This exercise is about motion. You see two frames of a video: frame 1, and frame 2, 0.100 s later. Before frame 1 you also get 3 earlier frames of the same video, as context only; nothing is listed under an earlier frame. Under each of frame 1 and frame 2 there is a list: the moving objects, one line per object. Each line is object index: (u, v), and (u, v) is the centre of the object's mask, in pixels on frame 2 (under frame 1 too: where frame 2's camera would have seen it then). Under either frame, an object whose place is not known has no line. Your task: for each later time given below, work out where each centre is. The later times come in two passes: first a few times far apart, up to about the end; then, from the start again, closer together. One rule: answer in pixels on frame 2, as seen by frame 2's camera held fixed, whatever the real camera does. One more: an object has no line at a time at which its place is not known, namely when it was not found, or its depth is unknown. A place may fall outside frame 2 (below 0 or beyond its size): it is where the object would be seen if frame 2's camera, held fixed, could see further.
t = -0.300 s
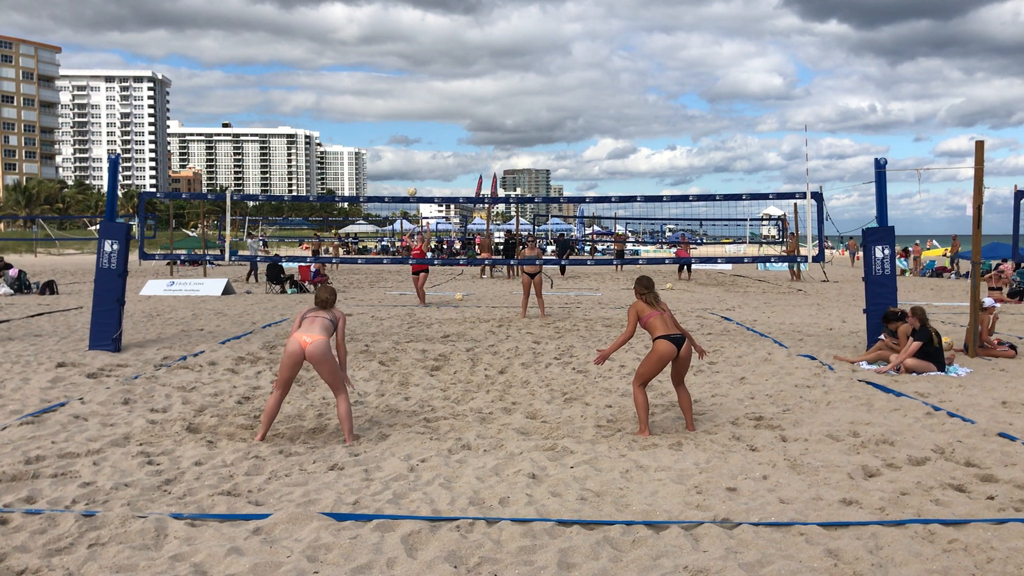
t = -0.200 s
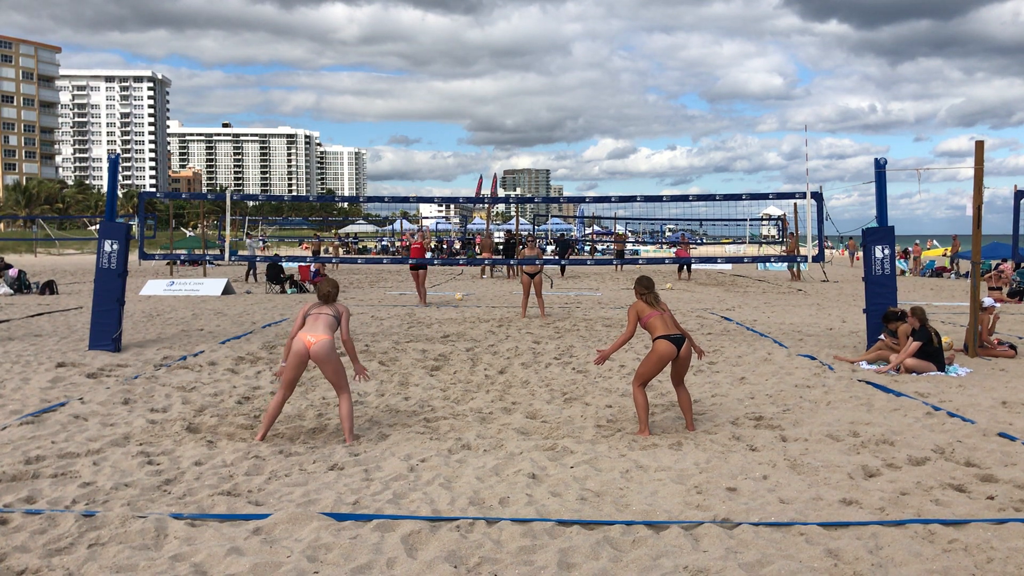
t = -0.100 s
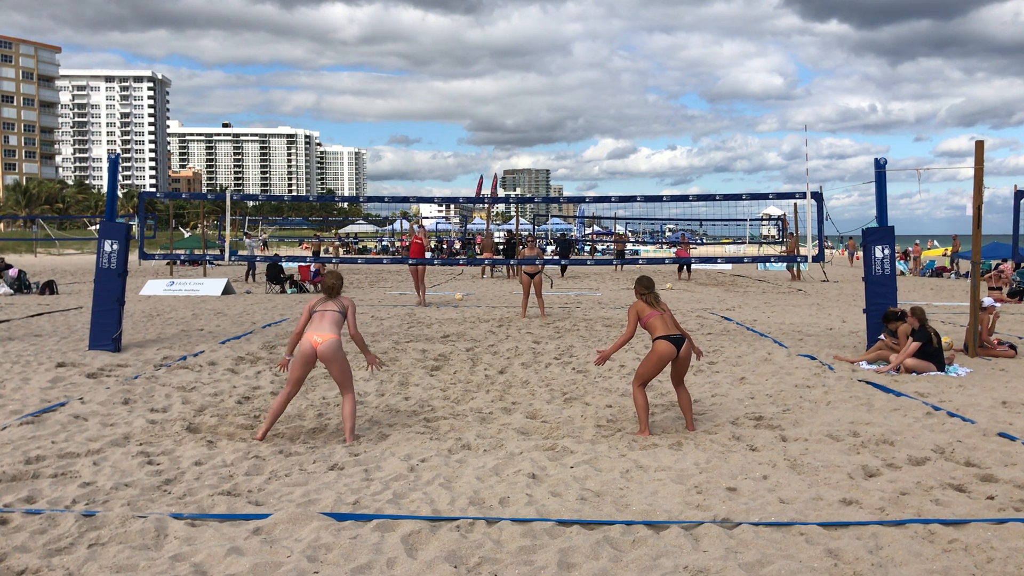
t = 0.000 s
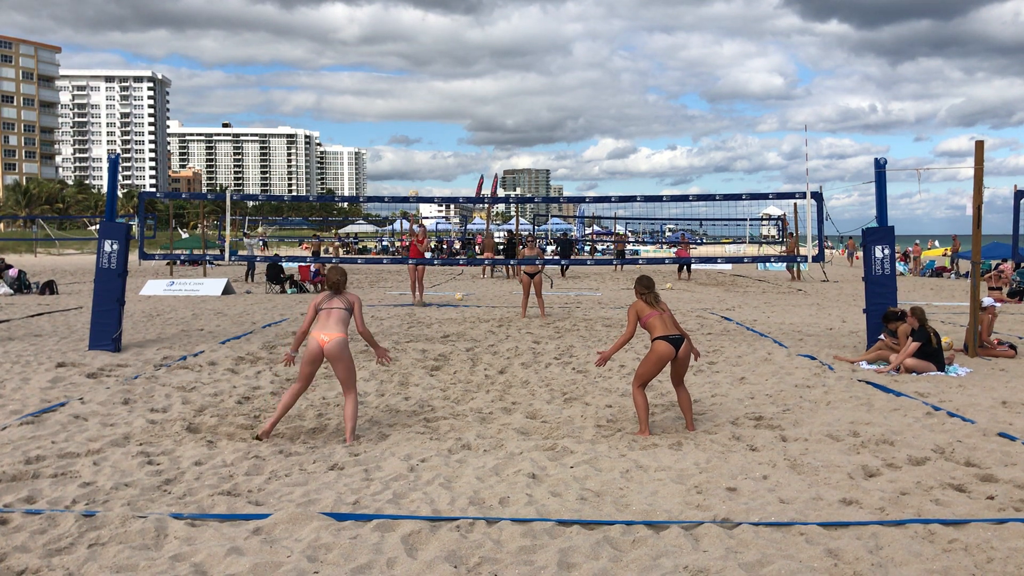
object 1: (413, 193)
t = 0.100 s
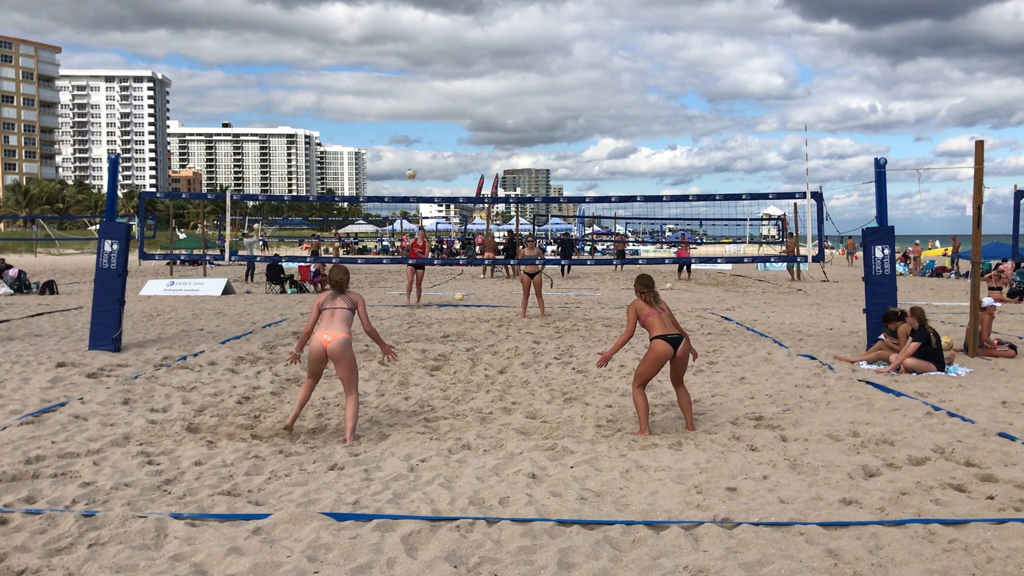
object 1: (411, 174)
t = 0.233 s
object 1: (408, 150)
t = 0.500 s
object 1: (402, 127)
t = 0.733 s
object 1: (401, 144)
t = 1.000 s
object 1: (398, 231)
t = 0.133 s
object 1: (410, 167)
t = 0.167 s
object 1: (410, 162)
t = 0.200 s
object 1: (409, 155)
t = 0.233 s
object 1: (408, 150)
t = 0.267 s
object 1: (408, 145)
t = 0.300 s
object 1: (407, 141)
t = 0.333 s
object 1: (406, 137)
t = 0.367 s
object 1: (405, 134)
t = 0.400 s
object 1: (404, 131)
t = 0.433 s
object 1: (403, 129)
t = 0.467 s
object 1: (403, 128)
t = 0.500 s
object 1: (402, 127)
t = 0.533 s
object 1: (402, 127)
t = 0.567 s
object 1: (401, 128)
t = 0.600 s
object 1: (401, 129)
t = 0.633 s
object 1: (401, 131)
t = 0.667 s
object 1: (401, 134)
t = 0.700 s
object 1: (401, 139)
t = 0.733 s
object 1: (401, 144)
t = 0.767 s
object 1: (401, 150)
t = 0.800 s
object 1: (401, 158)
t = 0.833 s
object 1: (401, 167)
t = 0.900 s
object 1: (401, 187)
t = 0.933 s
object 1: (400, 200)
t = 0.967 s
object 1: (398, 214)
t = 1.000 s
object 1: (398, 231)
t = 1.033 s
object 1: (398, 249)
